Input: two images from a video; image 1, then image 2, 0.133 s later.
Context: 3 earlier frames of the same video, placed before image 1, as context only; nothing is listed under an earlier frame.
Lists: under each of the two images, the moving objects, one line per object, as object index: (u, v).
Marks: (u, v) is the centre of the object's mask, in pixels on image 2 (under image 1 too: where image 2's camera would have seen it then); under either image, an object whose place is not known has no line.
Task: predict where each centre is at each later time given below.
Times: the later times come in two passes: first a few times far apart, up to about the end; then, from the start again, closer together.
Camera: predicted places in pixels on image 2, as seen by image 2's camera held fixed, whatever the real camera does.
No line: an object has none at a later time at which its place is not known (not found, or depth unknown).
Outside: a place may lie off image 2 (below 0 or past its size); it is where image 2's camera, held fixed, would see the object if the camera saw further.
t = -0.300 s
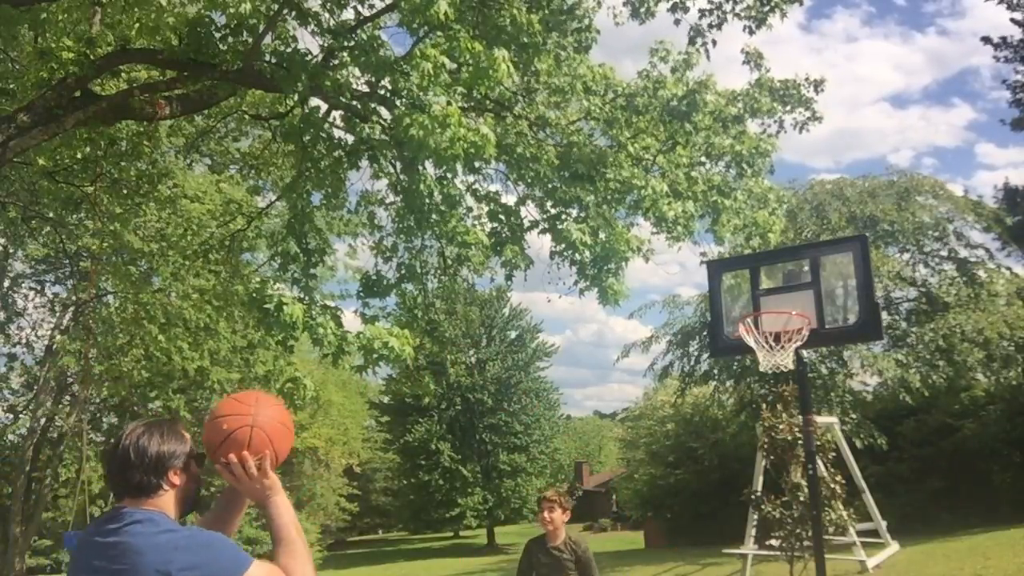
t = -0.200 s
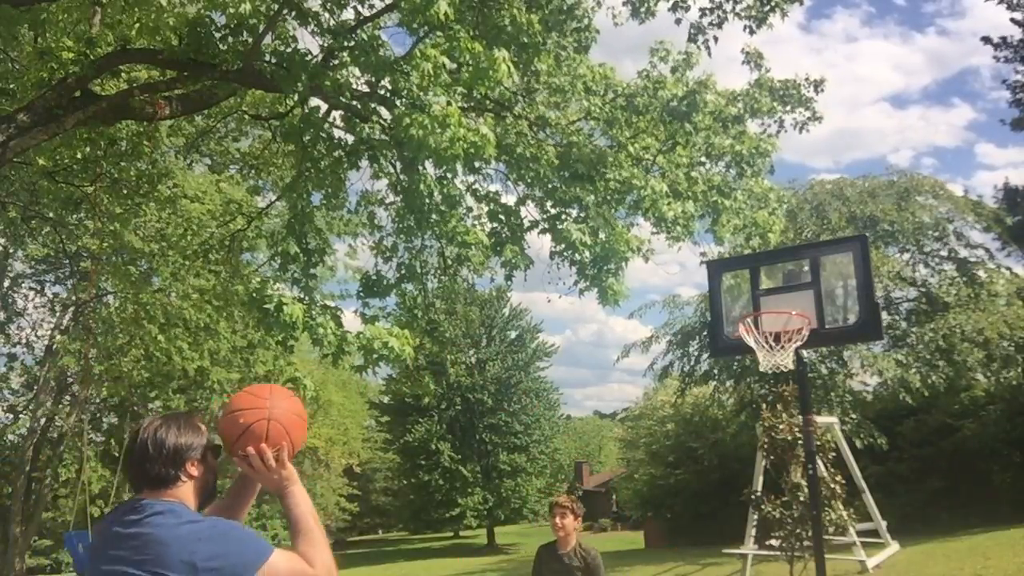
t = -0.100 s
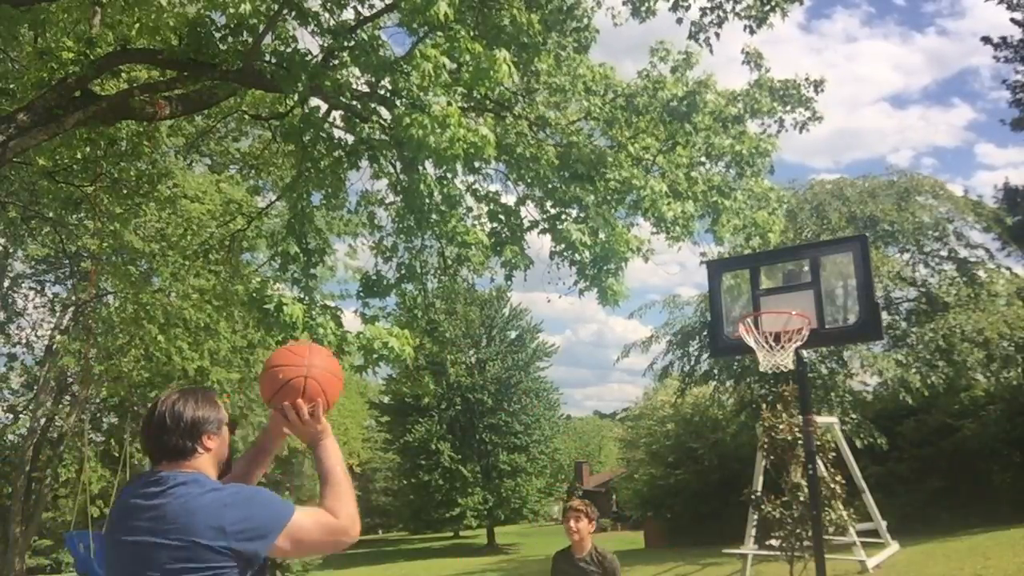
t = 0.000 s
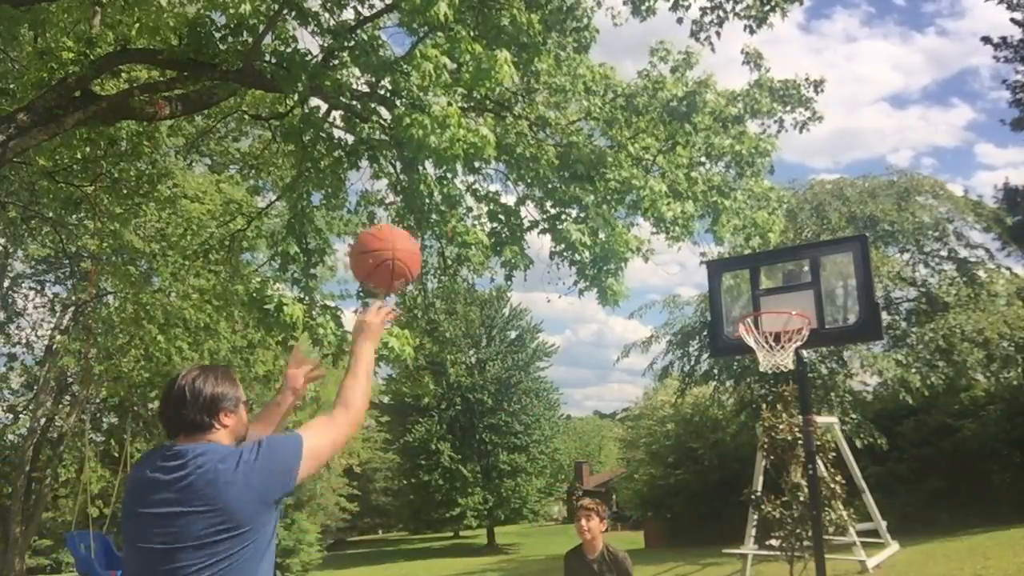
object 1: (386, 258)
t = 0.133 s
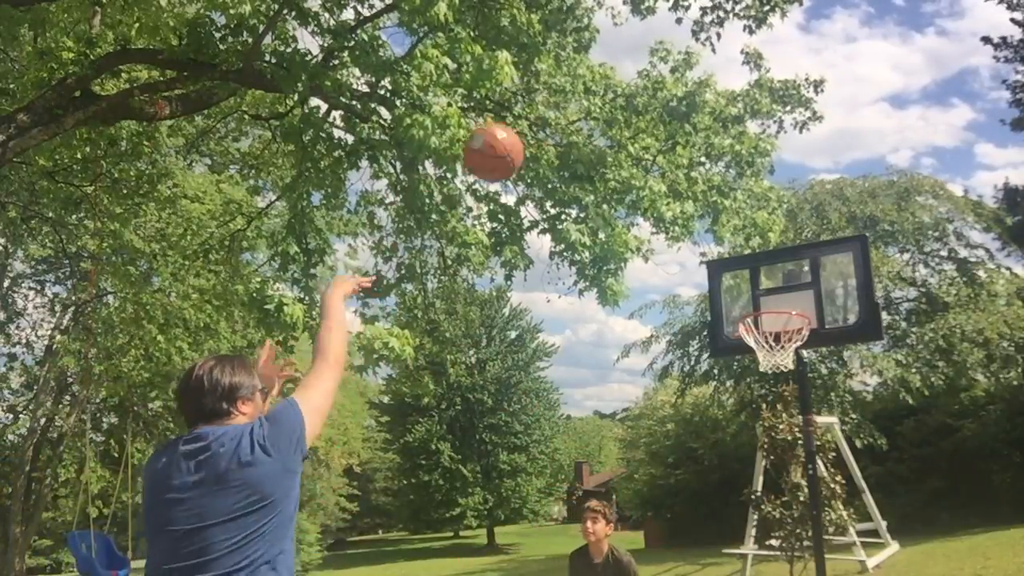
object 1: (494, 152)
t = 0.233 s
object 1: (554, 117)
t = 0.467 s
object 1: (659, 121)
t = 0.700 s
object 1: (735, 200)
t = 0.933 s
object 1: (782, 315)
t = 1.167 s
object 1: (781, 358)
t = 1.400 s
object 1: (780, 364)
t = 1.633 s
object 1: (781, 430)
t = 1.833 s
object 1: (789, 561)
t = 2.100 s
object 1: (787, 569)
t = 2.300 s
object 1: (779, 498)
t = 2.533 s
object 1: (774, 479)
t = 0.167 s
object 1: (515, 137)
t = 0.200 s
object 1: (536, 126)
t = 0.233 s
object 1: (554, 117)
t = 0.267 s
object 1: (572, 111)
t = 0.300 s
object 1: (589, 108)
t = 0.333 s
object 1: (604, 107)
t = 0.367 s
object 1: (619, 107)
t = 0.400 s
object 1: (633, 111)
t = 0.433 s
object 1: (646, 114)
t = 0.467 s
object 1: (659, 121)
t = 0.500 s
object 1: (671, 129)
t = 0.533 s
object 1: (683, 137)
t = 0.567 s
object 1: (694, 148)
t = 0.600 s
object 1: (705, 159)
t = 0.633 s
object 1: (716, 173)
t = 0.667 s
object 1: (725, 186)
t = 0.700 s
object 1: (735, 200)
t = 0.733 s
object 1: (746, 217)
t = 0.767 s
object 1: (755, 234)
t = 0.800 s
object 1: (764, 252)
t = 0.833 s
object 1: (773, 271)
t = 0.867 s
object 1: (782, 291)
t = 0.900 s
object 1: (787, 308)
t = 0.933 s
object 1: (782, 315)
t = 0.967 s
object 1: (778, 314)
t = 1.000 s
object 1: (773, 321)
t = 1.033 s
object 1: (773, 326)
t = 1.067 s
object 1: (777, 327)
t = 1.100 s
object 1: (782, 335)
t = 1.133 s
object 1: (780, 352)
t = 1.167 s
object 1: (781, 358)
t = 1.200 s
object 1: (780, 354)
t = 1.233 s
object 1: (779, 354)
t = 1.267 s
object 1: (780, 353)
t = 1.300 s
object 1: (780, 357)
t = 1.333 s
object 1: (781, 352)
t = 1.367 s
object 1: (780, 361)
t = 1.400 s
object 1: (780, 364)
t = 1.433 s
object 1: (780, 367)
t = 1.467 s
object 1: (779, 372)
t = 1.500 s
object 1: (779, 379)
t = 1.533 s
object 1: (779, 389)
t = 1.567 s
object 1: (780, 400)
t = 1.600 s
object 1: (780, 415)
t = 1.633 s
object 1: (781, 430)
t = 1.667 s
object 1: (781, 449)
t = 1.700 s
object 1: (783, 468)
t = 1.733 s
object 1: (784, 489)
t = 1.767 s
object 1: (786, 512)
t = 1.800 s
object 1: (787, 537)
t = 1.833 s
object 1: (789, 561)
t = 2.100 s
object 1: (787, 569)
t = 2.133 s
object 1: (786, 560)
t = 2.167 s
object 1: (785, 544)
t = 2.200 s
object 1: (783, 531)
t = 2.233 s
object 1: (782, 518)
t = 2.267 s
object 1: (780, 507)
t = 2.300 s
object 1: (779, 498)
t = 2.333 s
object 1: (777, 490)
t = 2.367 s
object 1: (776, 484)
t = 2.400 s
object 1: (776, 479)
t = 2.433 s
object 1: (775, 477)
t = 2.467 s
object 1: (775, 475)
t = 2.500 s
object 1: (774, 476)
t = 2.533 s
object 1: (774, 479)
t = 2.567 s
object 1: (774, 483)
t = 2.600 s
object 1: (774, 489)
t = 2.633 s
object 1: (774, 498)
